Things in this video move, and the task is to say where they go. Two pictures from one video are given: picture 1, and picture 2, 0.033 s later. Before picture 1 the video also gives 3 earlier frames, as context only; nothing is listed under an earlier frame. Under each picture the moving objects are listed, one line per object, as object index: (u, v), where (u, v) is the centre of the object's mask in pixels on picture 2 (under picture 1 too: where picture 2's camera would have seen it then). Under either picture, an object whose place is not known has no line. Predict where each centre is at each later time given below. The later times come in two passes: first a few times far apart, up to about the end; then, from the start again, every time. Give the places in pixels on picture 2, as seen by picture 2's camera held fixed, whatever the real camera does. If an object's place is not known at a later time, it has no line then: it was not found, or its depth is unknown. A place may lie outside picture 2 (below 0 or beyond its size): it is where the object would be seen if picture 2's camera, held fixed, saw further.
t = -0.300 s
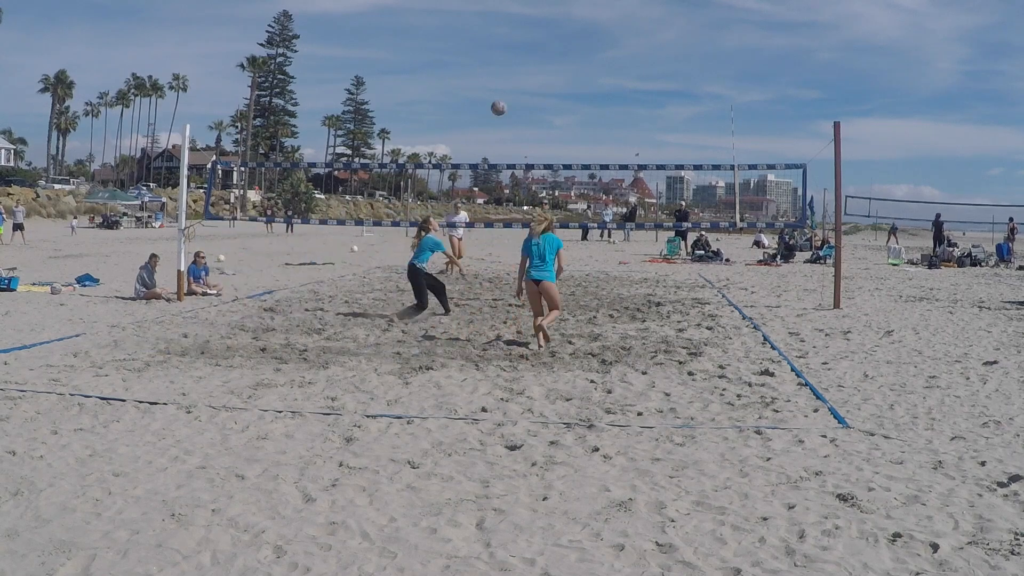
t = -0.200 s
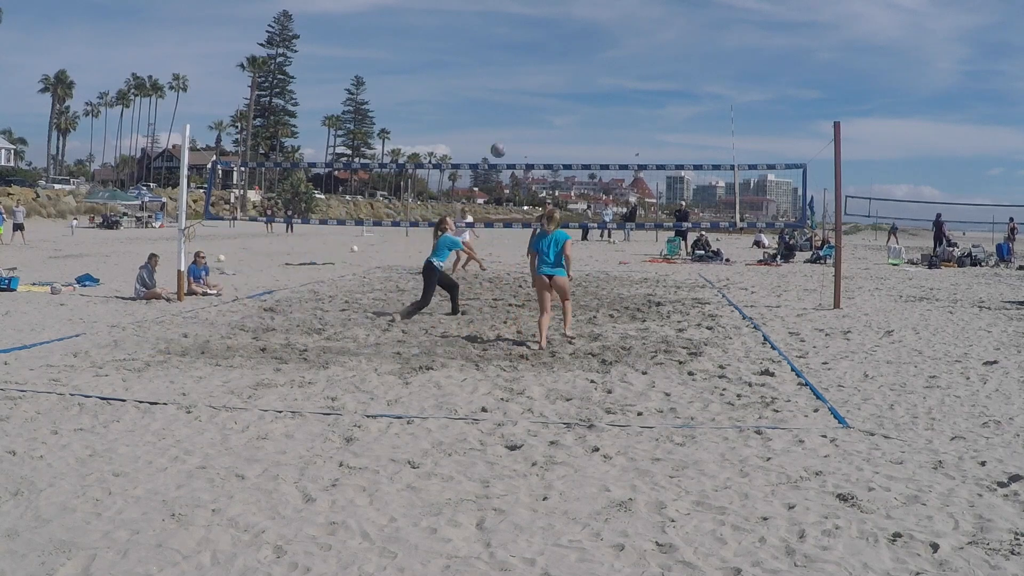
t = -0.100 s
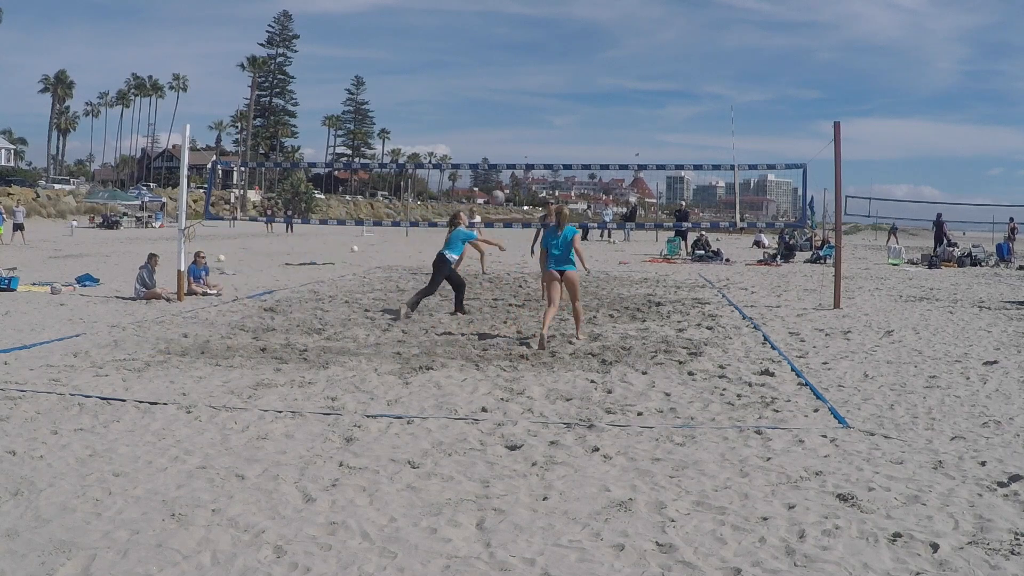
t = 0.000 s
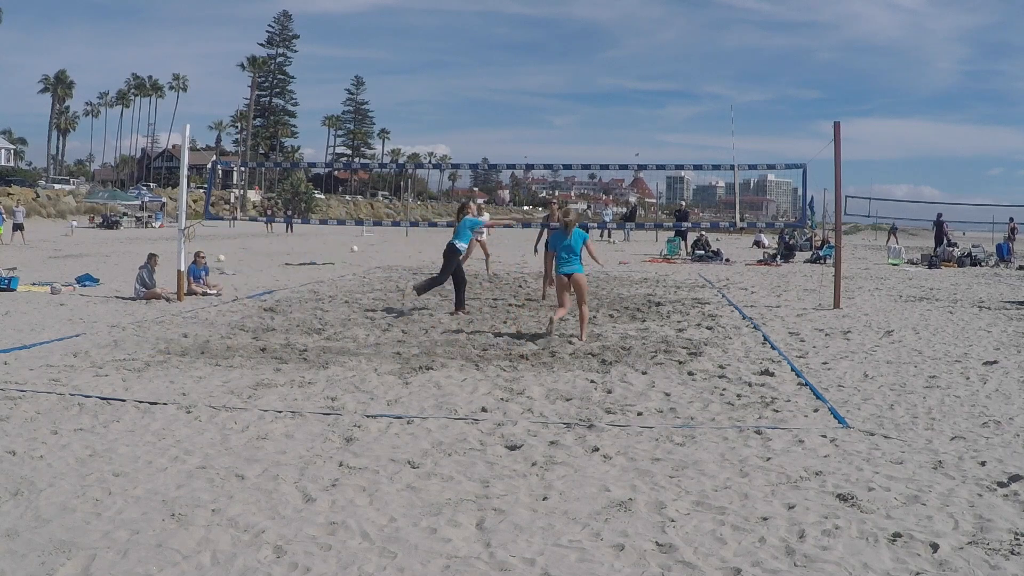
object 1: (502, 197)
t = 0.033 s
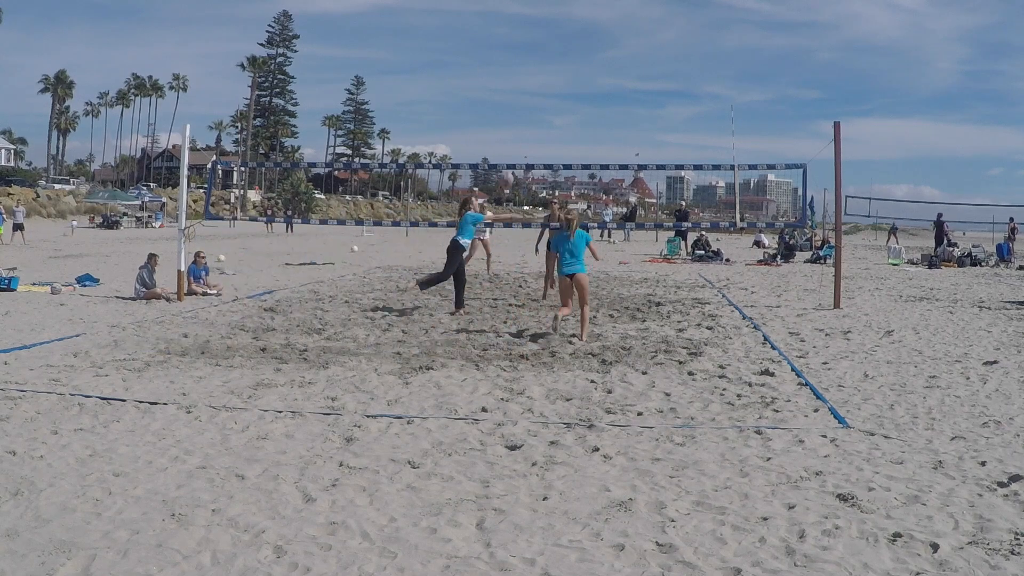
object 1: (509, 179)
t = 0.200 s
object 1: (524, 102)
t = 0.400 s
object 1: (544, 40)
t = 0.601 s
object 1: (561, 7)
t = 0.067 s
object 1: (509, 162)
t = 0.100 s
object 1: (513, 145)
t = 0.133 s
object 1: (517, 130)
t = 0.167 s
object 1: (521, 115)
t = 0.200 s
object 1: (524, 102)
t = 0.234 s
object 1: (527, 89)
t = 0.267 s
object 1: (531, 77)
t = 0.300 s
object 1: (535, 66)
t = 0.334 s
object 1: (538, 57)
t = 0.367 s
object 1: (541, 47)
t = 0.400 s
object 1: (544, 40)
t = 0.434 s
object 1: (547, 32)
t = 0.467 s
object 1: (550, 25)
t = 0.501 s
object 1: (553, 19)
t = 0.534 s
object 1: (556, 14)
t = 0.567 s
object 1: (558, 10)
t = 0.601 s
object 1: (561, 7)
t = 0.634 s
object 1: (564, 5)
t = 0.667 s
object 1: (566, 4)
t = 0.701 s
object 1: (569, 3)
